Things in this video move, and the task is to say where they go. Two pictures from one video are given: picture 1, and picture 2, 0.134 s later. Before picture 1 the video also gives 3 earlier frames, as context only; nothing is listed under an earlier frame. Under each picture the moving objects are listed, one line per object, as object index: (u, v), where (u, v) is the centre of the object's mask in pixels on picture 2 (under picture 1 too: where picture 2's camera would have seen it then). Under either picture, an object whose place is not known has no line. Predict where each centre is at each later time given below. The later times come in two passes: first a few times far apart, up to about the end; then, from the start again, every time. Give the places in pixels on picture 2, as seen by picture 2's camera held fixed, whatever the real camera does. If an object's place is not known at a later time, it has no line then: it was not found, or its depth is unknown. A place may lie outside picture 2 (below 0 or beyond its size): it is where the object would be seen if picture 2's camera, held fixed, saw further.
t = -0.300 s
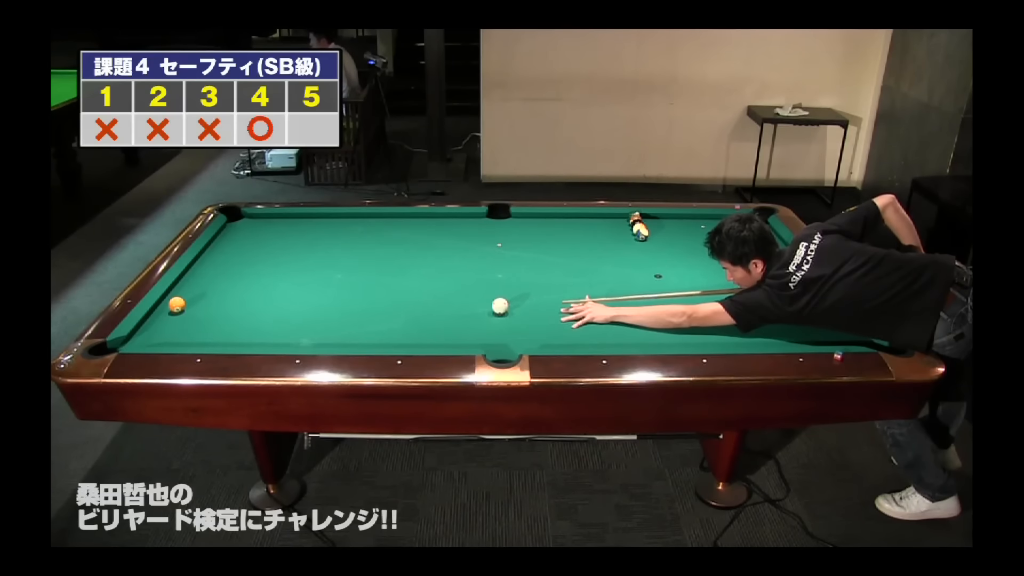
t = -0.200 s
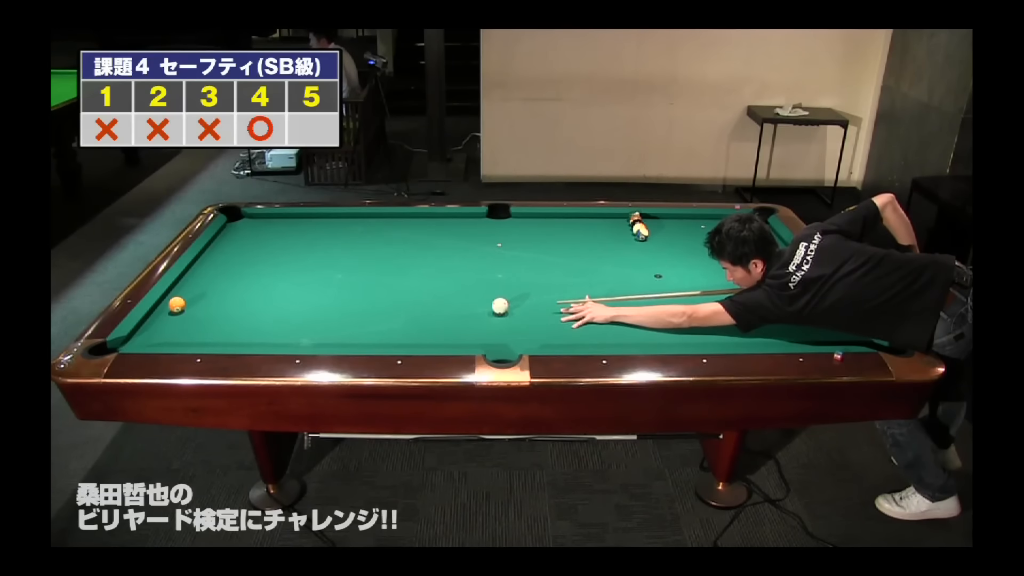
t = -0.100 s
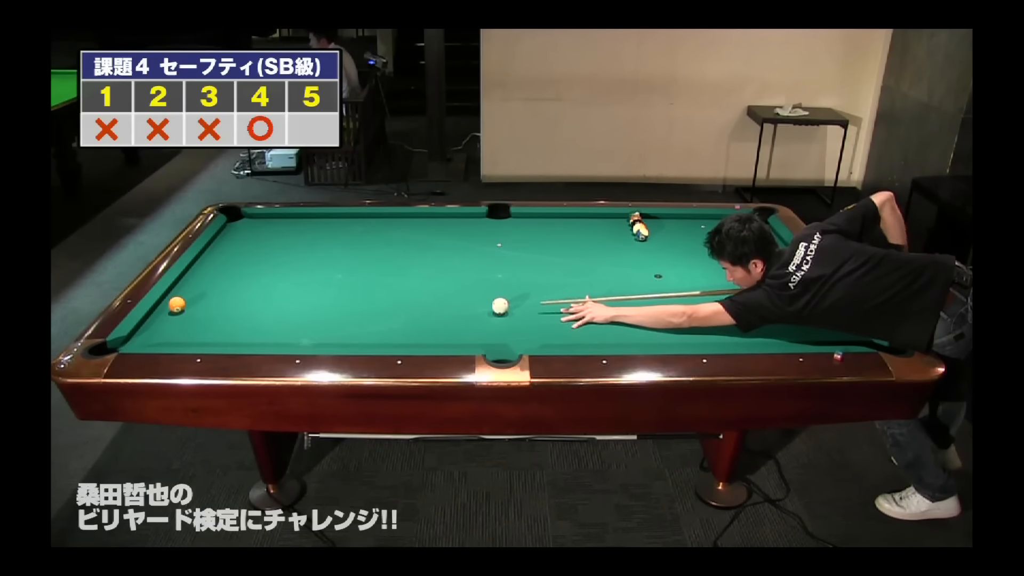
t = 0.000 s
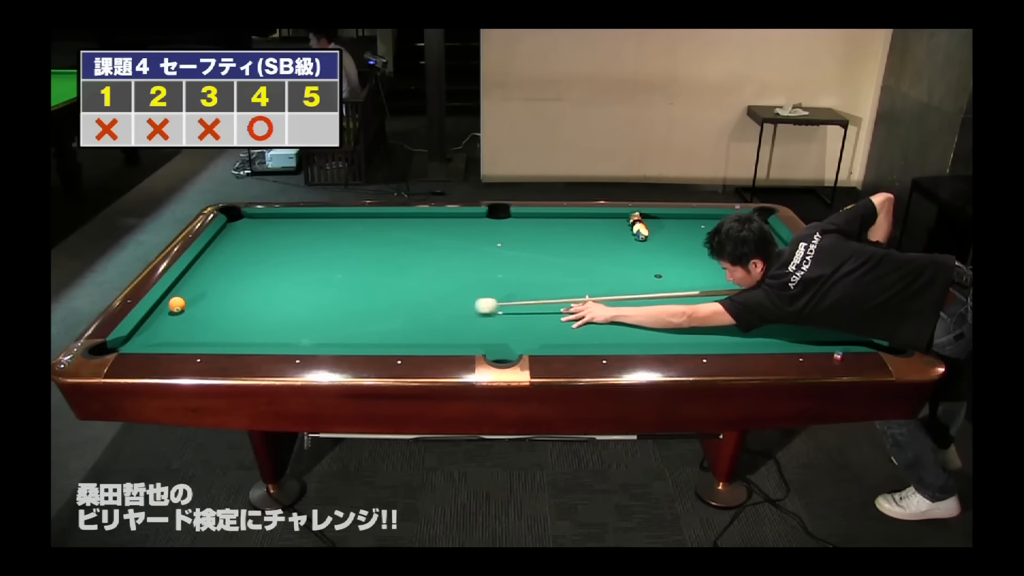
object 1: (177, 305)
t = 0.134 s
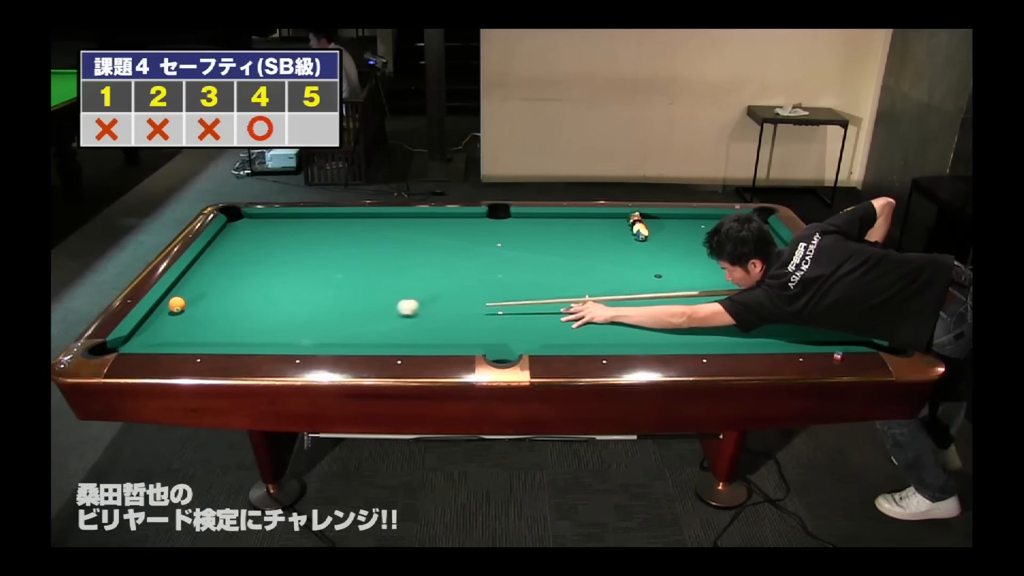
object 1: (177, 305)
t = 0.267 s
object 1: (177, 305)
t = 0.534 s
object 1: (177, 305)
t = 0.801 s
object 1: (186, 291)
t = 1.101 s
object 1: (218, 281)
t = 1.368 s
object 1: (243, 273)
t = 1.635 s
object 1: (266, 265)
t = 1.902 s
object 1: (286, 259)
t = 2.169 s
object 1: (305, 253)
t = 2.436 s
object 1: (322, 247)
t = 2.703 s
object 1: (338, 242)
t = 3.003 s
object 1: (354, 237)
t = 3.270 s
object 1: (366, 233)
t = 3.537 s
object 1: (377, 230)
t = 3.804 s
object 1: (387, 227)
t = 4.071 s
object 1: (396, 225)
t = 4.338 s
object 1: (403, 222)
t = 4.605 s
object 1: (408, 221)
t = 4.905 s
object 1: (414, 219)
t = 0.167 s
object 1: (177, 305)
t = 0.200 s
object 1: (177, 305)
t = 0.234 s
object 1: (177, 305)
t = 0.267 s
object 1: (177, 305)
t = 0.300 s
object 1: (177, 305)
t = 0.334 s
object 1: (177, 305)
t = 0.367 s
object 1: (177, 305)
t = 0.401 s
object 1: (177, 305)
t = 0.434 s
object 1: (177, 305)
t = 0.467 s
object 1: (177, 305)
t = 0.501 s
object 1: (177, 305)
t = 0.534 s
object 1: (177, 305)
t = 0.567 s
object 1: (175, 301)
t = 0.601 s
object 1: (172, 300)
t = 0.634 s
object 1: (168, 298)
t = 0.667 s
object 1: (171, 296)
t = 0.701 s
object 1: (175, 295)
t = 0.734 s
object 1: (179, 294)
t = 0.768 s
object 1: (182, 292)
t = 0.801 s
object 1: (186, 291)
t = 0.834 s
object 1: (190, 290)
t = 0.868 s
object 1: (193, 289)
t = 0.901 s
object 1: (197, 287)
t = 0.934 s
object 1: (200, 287)
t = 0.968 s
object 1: (204, 285)
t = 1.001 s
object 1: (207, 284)
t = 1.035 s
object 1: (211, 283)
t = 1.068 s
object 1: (214, 282)
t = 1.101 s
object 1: (218, 281)
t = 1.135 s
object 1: (221, 280)
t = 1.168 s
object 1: (224, 279)
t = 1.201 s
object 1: (227, 278)
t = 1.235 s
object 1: (230, 277)
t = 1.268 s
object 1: (234, 276)
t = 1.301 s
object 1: (237, 275)
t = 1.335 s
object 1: (240, 274)
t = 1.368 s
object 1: (243, 273)
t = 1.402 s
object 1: (246, 272)
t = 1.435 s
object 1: (249, 271)
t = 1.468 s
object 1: (251, 270)
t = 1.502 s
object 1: (254, 269)
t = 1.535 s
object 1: (257, 268)
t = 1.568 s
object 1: (260, 267)
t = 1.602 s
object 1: (263, 266)
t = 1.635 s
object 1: (266, 265)
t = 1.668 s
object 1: (268, 264)
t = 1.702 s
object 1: (271, 264)
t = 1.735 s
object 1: (274, 263)
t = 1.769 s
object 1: (276, 262)
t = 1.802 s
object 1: (279, 261)
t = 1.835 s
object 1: (281, 260)
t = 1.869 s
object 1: (284, 260)
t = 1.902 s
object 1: (286, 259)
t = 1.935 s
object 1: (289, 258)
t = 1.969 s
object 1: (291, 257)
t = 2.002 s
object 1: (294, 256)
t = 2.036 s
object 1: (296, 256)
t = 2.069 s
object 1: (299, 255)
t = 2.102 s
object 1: (301, 254)
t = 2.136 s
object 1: (303, 253)
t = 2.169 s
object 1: (305, 253)
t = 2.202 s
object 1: (308, 252)
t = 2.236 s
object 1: (310, 251)
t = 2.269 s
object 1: (312, 251)
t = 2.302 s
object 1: (314, 250)
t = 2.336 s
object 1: (316, 249)
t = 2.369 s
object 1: (318, 249)
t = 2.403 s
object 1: (320, 248)
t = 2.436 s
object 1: (322, 247)
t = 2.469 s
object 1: (325, 247)
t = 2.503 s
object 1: (326, 246)
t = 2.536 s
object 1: (329, 245)
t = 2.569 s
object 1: (331, 245)
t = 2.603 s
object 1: (333, 244)
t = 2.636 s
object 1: (334, 243)
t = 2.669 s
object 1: (336, 243)
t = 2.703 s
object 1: (338, 242)
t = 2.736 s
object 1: (340, 242)
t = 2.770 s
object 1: (342, 241)
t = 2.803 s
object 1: (343, 241)
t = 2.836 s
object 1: (345, 240)
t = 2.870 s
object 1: (347, 239)
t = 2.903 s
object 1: (349, 239)
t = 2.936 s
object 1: (350, 238)
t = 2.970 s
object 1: (352, 238)
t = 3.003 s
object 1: (354, 237)
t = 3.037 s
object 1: (355, 237)
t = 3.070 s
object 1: (357, 236)
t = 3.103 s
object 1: (359, 236)
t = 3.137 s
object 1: (360, 235)
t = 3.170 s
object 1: (362, 235)
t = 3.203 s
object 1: (363, 234)
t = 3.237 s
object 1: (365, 234)
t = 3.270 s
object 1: (366, 233)
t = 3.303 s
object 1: (368, 233)
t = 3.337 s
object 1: (369, 233)
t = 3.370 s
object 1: (371, 232)
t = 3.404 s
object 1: (372, 232)
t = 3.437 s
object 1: (373, 231)
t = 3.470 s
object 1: (375, 231)
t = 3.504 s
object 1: (376, 230)
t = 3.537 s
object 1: (377, 230)
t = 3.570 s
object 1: (379, 230)
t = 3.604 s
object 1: (380, 229)
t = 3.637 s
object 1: (381, 229)
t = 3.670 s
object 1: (382, 229)
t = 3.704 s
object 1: (384, 228)
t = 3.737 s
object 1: (385, 228)
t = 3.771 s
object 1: (386, 227)
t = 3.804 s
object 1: (387, 227)
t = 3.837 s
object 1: (388, 227)
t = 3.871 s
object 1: (389, 226)
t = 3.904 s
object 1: (390, 226)
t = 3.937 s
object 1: (391, 226)
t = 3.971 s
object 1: (392, 226)
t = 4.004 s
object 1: (393, 225)
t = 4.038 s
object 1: (394, 225)
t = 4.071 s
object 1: (396, 225)
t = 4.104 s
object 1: (397, 224)
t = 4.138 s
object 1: (397, 224)
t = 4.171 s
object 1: (398, 224)
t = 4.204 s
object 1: (399, 223)
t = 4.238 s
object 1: (400, 223)
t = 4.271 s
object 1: (401, 223)
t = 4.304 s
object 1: (402, 222)
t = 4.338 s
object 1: (403, 222)
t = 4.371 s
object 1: (403, 222)
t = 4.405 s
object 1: (404, 222)
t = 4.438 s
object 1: (405, 222)
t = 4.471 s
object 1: (406, 221)
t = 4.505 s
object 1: (406, 221)
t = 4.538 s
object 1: (407, 221)
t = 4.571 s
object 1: (408, 221)
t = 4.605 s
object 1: (408, 221)
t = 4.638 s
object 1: (409, 220)
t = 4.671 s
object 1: (410, 220)
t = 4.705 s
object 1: (411, 220)
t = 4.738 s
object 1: (411, 220)
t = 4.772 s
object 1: (412, 220)
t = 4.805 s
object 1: (412, 220)
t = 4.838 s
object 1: (413, 219)
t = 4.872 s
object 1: (413, 219)
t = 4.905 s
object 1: (414, 219)
